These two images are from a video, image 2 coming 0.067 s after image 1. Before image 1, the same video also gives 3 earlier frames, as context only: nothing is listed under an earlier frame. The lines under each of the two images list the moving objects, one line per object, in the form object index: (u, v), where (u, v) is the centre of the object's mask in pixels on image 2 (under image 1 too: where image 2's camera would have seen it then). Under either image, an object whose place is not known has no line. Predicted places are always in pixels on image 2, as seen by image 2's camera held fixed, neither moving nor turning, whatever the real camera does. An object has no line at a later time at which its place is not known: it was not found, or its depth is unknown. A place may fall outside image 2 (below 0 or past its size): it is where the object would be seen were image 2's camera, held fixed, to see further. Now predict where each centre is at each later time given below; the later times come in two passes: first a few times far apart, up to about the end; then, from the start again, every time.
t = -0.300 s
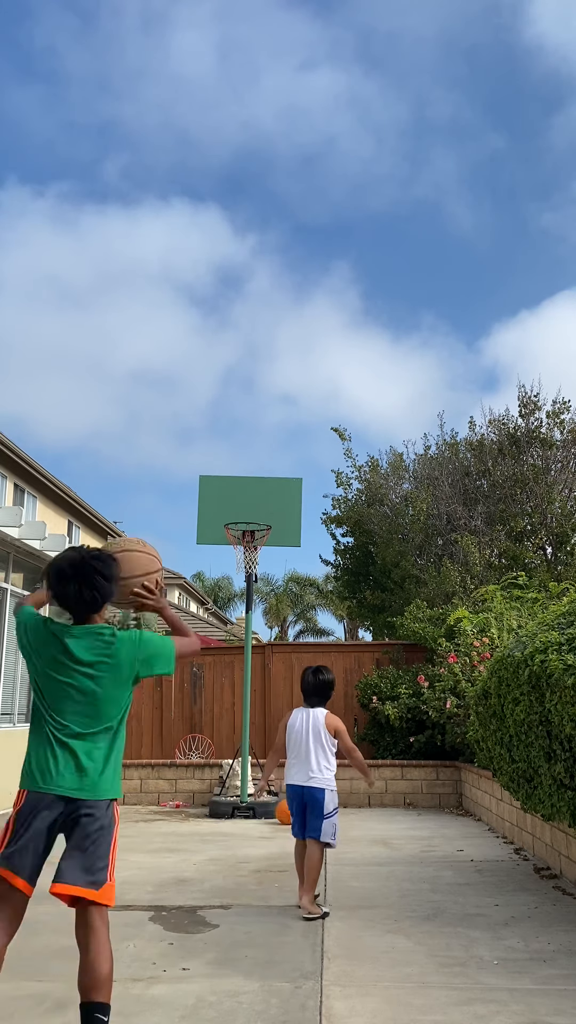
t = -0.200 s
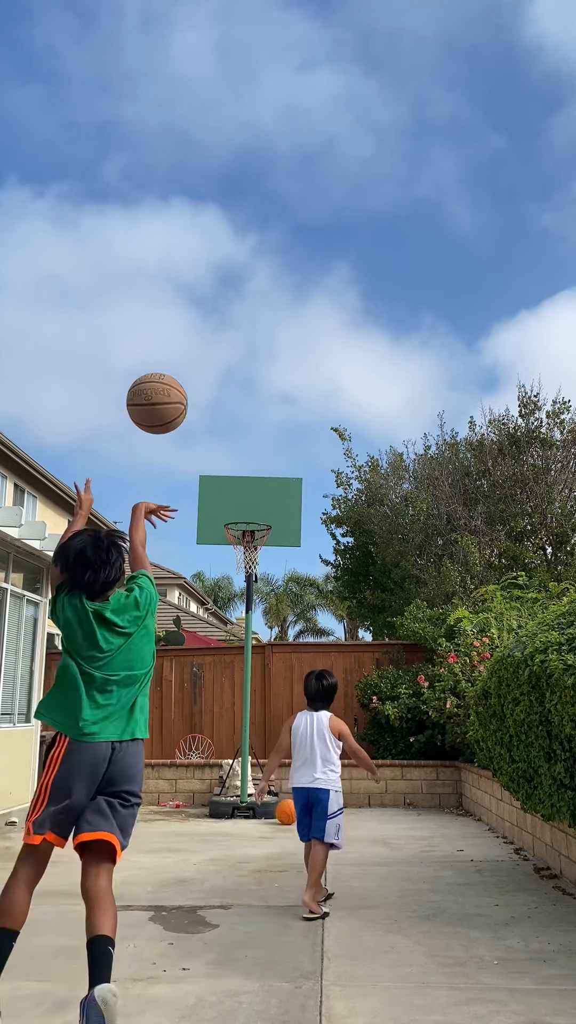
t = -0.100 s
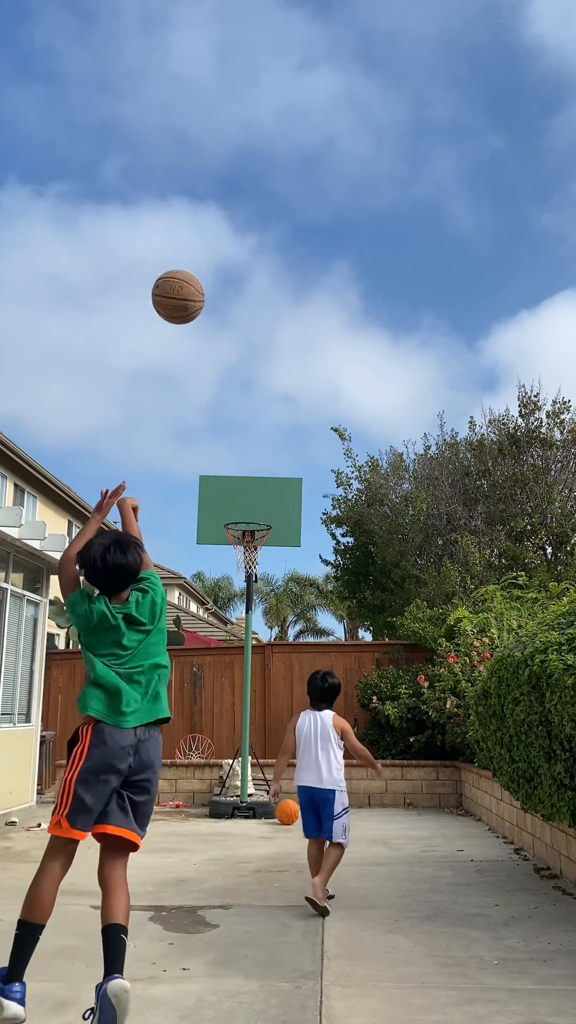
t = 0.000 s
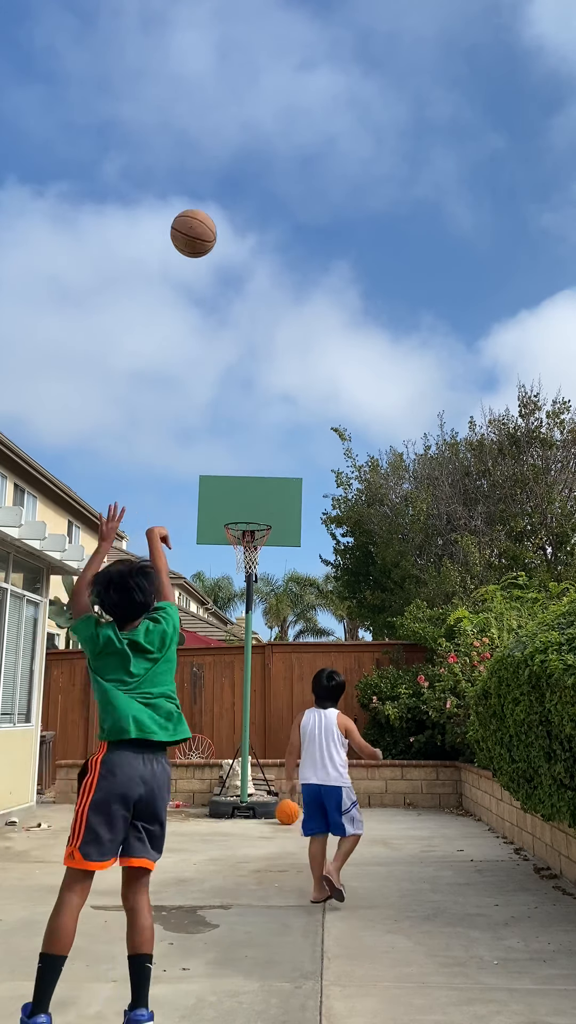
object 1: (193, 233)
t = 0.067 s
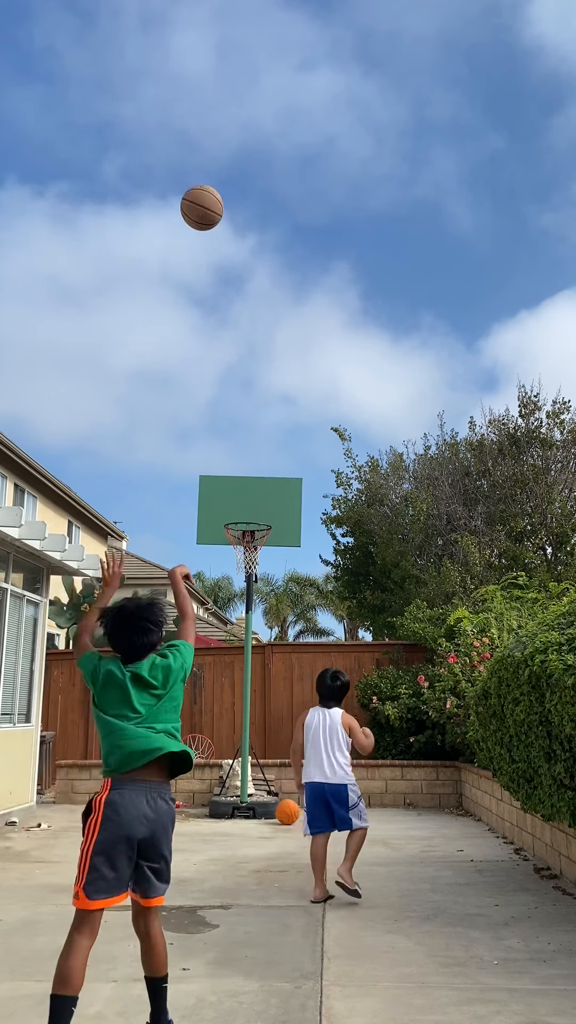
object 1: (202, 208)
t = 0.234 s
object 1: (217, 184)
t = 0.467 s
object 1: (229, 214)
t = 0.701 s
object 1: (238, 292)
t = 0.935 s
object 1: (245, 404)
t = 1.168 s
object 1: (250, 540)
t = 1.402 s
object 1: (251, 616)
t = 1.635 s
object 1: (254, 727)
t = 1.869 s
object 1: (265, 775)
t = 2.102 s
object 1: (278, 713)
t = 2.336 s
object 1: (292, 704)
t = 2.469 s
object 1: (299, 729)
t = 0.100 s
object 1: (205, 199)
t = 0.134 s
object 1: (209, 192)
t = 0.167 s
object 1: (212, 188)
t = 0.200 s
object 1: (214, 185)
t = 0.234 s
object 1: (217, 184)
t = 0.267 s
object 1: (219, 185)
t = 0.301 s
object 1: (221, 187)
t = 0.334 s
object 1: (222, 190)
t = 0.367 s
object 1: (224, 194)
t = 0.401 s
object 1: (226, 200)
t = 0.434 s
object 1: (228, 207)
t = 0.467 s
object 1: (229, 214)
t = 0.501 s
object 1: (231, 223)
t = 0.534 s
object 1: (232, 233)
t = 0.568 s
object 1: (233, 243)
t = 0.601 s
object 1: (235, 254)
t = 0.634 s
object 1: (236, 266)
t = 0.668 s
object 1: (237, 279)
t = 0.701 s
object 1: (238, 292)
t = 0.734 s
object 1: (239, 306)
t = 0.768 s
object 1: (240, 321)
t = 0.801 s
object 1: (241, 336)
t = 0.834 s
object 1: (242, 352)
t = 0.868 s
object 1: (243, 369)
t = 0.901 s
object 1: (244, 386)
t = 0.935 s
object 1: (245, 404)
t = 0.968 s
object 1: (245, 422)
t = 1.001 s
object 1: (246, 441)
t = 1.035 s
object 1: (246, 460)
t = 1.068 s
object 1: (247, 480)
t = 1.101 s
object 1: (248, 500)
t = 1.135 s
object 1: (249, 519)
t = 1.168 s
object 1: (250, 540)
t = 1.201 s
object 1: (250, 556)
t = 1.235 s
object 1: (250, 564)
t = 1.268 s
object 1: (250, 572)
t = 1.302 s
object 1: (250, 581)
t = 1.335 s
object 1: (250, 592)
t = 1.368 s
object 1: (251, 604)
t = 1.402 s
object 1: (251, 616)
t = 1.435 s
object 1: (251, 629)
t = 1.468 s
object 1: (252, 644)
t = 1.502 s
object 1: (251, 659)
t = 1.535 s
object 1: (252, 674)
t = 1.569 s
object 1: (253, 691)
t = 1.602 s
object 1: (253, 709)
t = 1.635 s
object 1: (254, 727)
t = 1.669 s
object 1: (256, 745)
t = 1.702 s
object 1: (258, 763)
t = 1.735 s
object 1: (259, 785)
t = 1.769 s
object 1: (260, 806)
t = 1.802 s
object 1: (262, 803)
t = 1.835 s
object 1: (264, 787)
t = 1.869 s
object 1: (265, 775)
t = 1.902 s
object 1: (267, 763)
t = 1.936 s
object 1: (269, 753)
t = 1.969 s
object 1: (271, 742)
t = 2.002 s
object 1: (272, 734)
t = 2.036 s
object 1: (274, 726)
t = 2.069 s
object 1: (276, 719)
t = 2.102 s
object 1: (278, 713)
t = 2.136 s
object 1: (280, 709)
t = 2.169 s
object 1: (282, 705)
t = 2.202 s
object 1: (284, 703)
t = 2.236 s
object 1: (285, 702)
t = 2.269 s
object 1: (287, 702)
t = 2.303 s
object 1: (290, 702)
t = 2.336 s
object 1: (292, 704)
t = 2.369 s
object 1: (294, 709)
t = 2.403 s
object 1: (295, 715)
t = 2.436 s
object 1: (298, 721)
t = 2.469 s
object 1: (299, 729)
